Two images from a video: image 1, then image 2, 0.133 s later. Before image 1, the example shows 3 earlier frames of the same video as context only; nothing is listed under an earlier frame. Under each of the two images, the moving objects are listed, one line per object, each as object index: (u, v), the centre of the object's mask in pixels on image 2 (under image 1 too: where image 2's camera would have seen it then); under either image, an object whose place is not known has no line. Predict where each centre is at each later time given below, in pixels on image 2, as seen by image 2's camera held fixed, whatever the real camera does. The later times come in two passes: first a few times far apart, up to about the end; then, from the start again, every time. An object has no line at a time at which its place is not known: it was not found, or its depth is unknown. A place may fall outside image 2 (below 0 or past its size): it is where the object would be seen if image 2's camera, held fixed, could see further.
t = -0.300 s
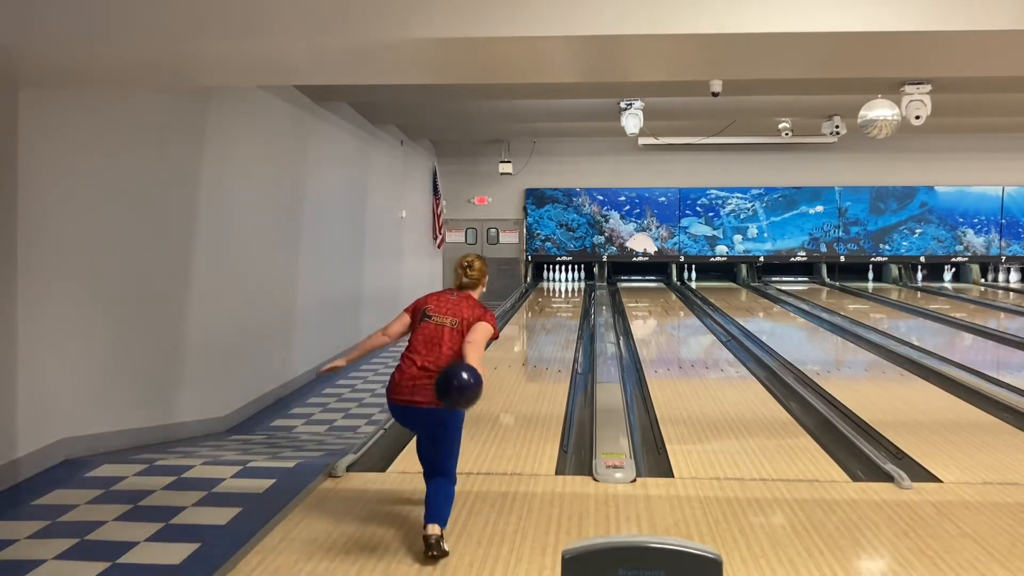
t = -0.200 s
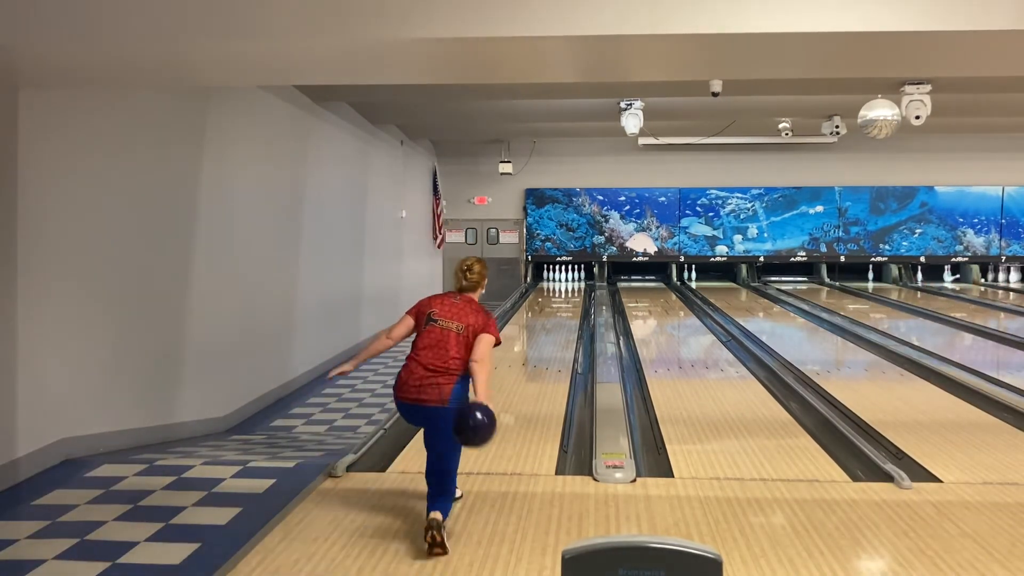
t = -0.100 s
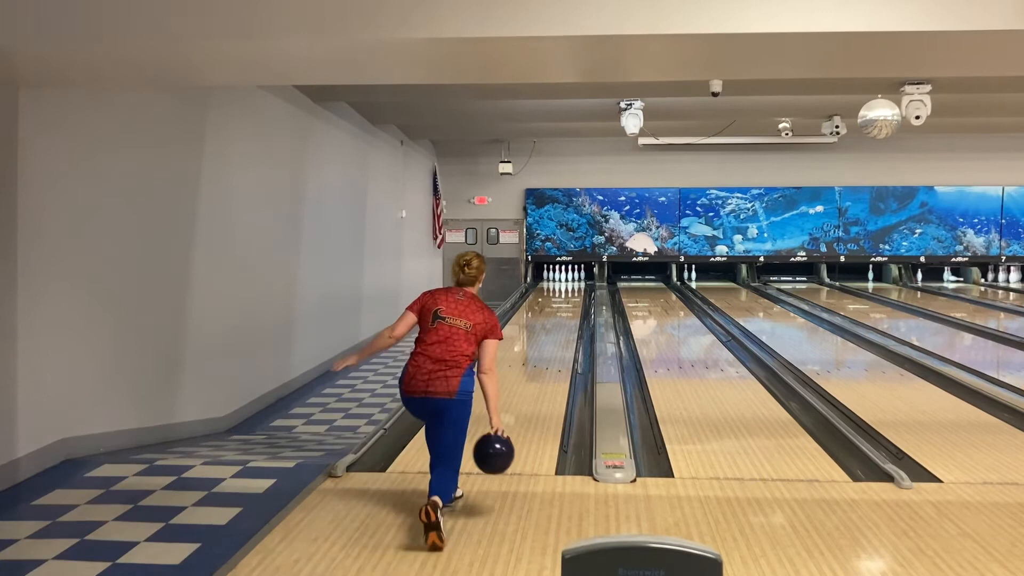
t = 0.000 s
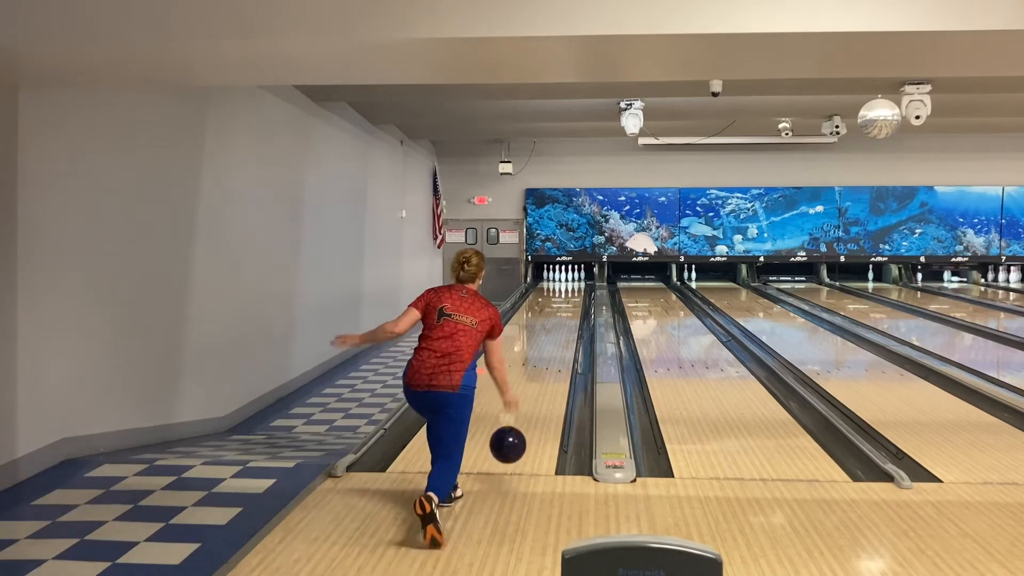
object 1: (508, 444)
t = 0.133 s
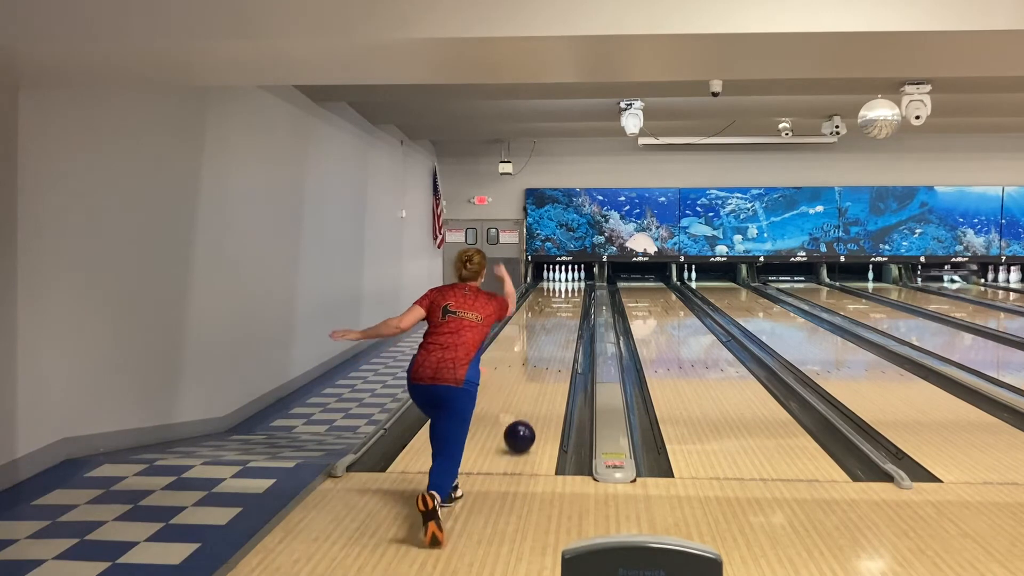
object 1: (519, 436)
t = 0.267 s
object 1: (527, 412)
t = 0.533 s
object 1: (539, 374)
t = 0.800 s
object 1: (548, 347)
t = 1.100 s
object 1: (551, 329)
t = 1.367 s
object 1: (555, 315)
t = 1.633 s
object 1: (557, 305)
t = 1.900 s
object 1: (559, 296)
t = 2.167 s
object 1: (560, 290)
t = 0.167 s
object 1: (521, 429)
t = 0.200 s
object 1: (524, 424)
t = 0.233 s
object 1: (525, 417)
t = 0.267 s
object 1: (527, 412)
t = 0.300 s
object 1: (529, 406)
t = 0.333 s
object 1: (531, 401)
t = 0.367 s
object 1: (532, 396)
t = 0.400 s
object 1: (534, 391)
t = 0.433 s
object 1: (535, 387)
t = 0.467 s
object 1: (536, 382)
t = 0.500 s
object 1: (537, 378)
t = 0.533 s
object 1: (539, 374)
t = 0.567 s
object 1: (540, 370)
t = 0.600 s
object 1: (540, 367)
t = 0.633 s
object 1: (542, 364)
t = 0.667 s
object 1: (542, 360)
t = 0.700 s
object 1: (543, 357)
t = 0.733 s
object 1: (544, 354)
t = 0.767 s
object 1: (542, 355)
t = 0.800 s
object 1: (548, 347)
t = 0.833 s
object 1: (546, 347)
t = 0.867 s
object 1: (547, 344)
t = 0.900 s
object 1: (548, 342)
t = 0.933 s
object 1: (549, 339)
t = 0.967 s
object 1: (549, 337)
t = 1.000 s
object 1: (550, 335)
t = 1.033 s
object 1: (550, 333)
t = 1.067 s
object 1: (551, 331)
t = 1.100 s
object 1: (551, 329)
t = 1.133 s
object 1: (552, 327)
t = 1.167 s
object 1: (552, 325)
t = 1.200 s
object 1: (553, 323)
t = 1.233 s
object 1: (553, 322)
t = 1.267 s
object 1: (554, 320)
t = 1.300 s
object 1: (554, 318)
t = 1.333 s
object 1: (554, 317)
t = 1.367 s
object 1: (555, 315)
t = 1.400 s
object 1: (555, 314)
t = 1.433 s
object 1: (556, 312)
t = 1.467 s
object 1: (556, 311)
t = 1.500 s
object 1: (556, 310)
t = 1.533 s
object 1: (557, 308)
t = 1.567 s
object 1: (557, 307)
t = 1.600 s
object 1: (557, 306)
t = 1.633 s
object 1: (557, 305)
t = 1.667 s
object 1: (558, 304)
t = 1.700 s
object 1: (558, 303)
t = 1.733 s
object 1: (558, 302)
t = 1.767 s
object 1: (558, 301)
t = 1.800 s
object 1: (559, 299)
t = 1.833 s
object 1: (559, 298)
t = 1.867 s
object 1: (559, 297)
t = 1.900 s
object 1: (559, 296)
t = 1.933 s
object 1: (560, 295)
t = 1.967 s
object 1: (560, 294)
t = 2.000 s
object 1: (560, 294)
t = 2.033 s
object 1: (560, 293)
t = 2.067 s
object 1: (560, 292)
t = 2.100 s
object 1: (560, 291)
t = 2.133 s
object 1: (560, 290)
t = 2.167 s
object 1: (560, 290)
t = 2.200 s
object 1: (560, 289)
